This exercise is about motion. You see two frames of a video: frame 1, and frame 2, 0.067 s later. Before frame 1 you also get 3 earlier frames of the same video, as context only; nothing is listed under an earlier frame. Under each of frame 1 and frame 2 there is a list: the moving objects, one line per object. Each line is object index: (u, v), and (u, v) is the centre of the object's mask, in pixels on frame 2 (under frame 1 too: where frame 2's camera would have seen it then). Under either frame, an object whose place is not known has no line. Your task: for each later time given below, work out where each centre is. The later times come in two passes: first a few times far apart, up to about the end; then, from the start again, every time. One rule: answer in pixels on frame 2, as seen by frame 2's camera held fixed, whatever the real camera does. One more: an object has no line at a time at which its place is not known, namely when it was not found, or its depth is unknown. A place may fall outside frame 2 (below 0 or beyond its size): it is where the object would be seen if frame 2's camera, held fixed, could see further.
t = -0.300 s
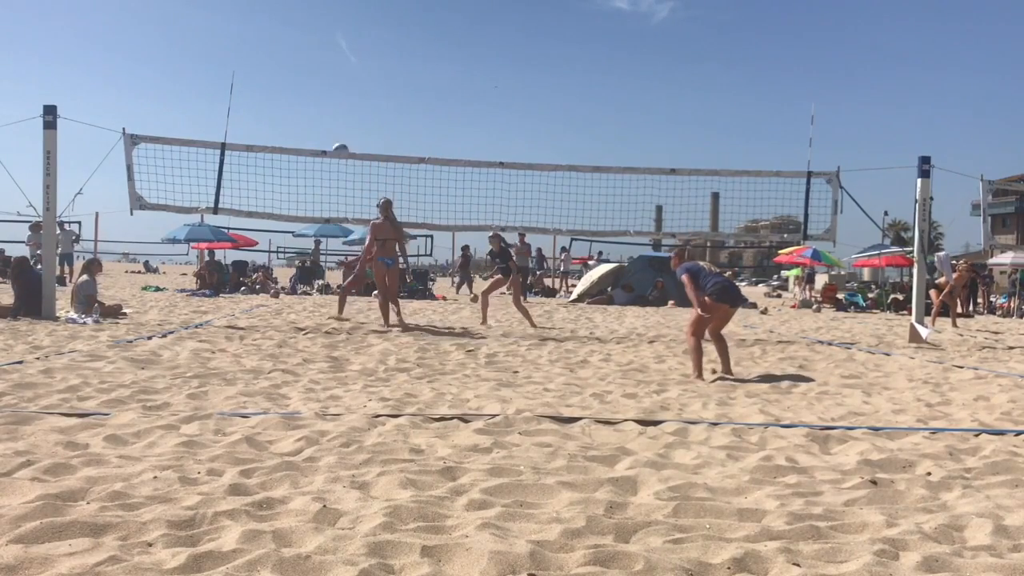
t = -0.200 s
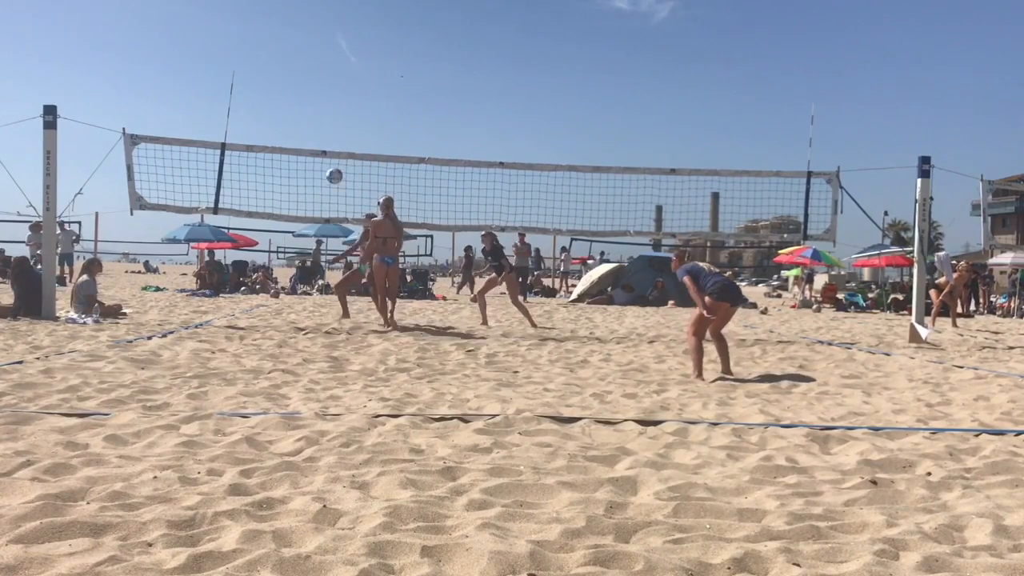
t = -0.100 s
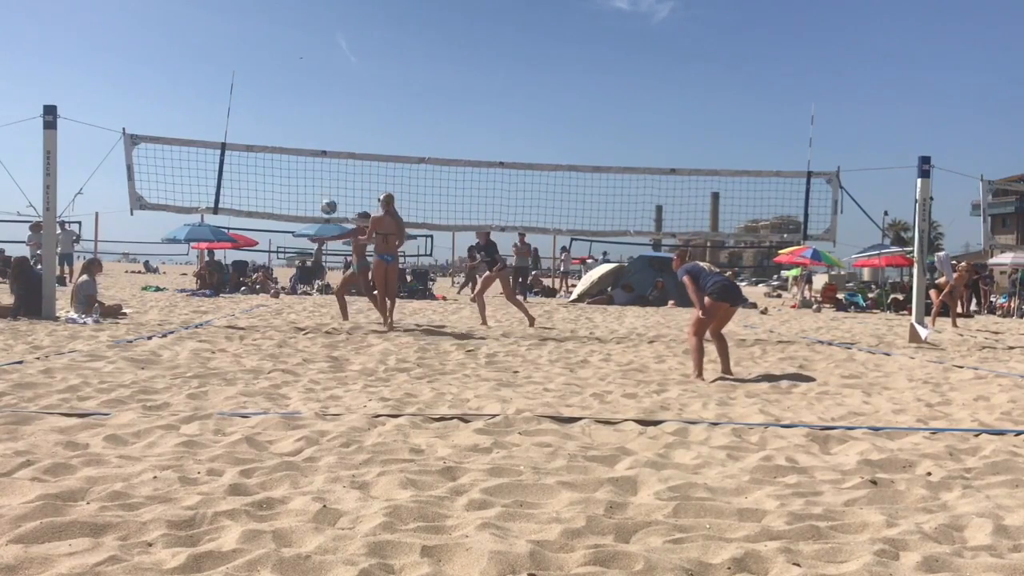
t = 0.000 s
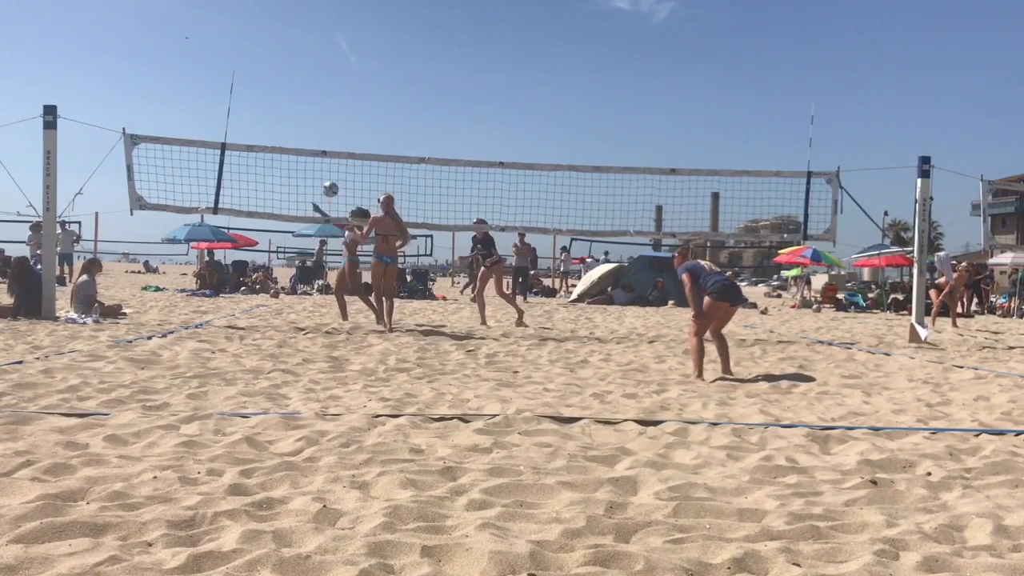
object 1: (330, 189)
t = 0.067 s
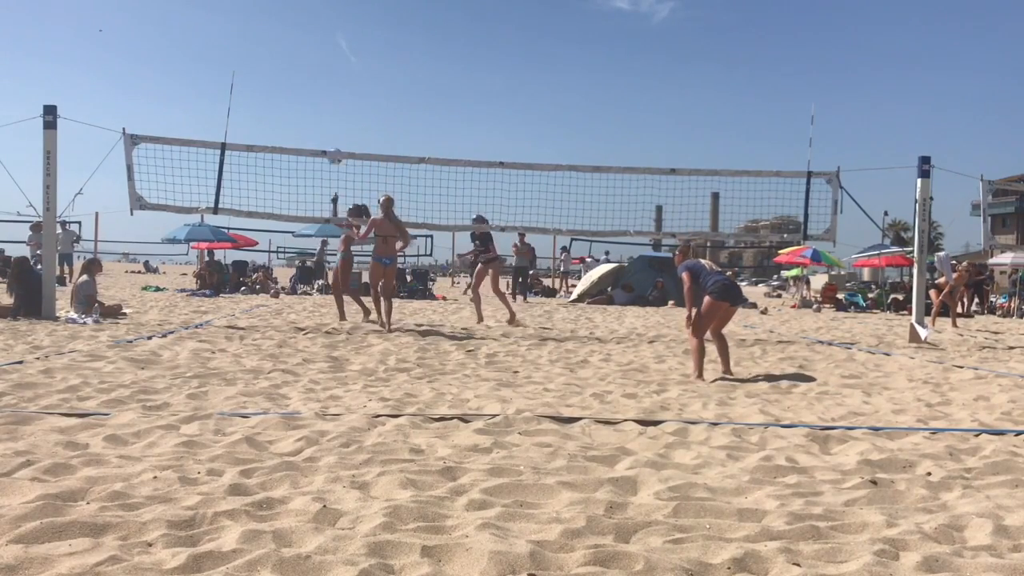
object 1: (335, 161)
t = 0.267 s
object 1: (349, 80)
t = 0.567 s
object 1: (368, 25)
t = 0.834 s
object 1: (383, 29)
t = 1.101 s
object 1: (398, 80)
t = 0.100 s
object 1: (337, 141)
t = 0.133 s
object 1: (339, 127)
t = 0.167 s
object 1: (342, 113)
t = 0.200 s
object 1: (344, 101)
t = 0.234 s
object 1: (347, 90)
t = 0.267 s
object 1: (349, 80)
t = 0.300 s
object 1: (351, 70)
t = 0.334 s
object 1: (353, 62)
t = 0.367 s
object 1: (355, 54)
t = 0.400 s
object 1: (358, 47)
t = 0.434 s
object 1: (360, 41)
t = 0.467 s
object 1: (362, 36)
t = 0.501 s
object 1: (364, 31)
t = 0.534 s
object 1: (366, 27)
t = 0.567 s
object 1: (368, 25)
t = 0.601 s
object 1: (370, 22)
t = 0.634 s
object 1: (372, 21)
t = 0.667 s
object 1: (374, 21)
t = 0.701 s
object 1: (376, 21)
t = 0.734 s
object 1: (378, 22)
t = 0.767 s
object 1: (380, 23)
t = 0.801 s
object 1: (382, 26)
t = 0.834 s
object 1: (383, 29)
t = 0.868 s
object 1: (386, 33)
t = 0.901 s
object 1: (387, 37)
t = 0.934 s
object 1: (389, 43)
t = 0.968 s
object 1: (391, 49)
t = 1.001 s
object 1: (393, 56)
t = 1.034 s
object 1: (395, 63)
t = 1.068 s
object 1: (397, 72)
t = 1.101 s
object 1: (398, 80)
